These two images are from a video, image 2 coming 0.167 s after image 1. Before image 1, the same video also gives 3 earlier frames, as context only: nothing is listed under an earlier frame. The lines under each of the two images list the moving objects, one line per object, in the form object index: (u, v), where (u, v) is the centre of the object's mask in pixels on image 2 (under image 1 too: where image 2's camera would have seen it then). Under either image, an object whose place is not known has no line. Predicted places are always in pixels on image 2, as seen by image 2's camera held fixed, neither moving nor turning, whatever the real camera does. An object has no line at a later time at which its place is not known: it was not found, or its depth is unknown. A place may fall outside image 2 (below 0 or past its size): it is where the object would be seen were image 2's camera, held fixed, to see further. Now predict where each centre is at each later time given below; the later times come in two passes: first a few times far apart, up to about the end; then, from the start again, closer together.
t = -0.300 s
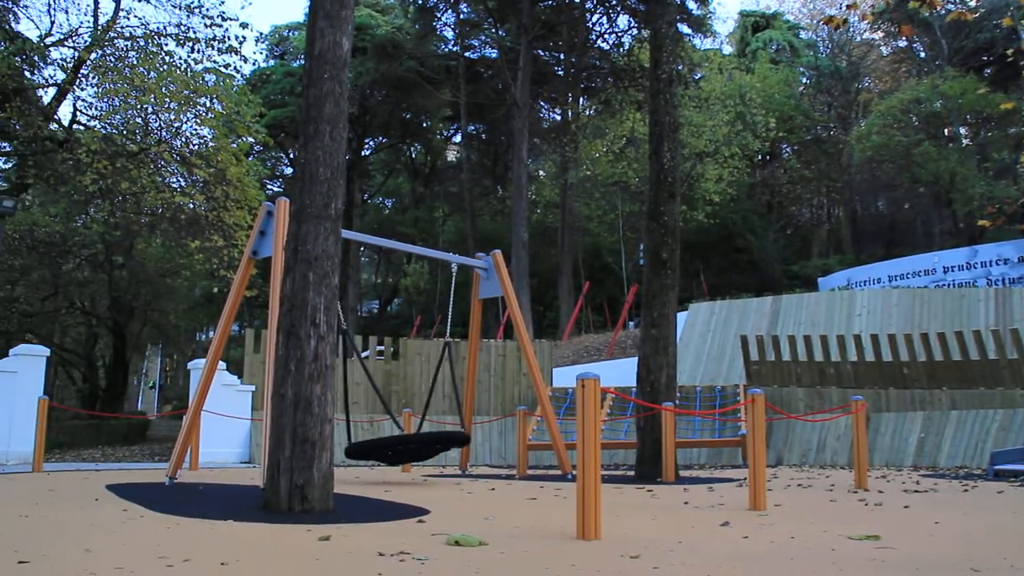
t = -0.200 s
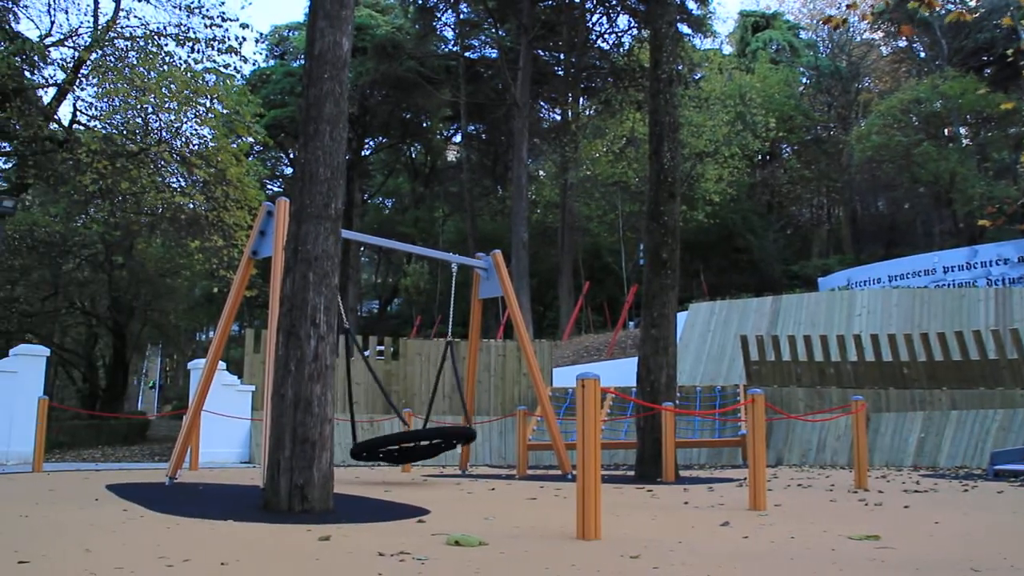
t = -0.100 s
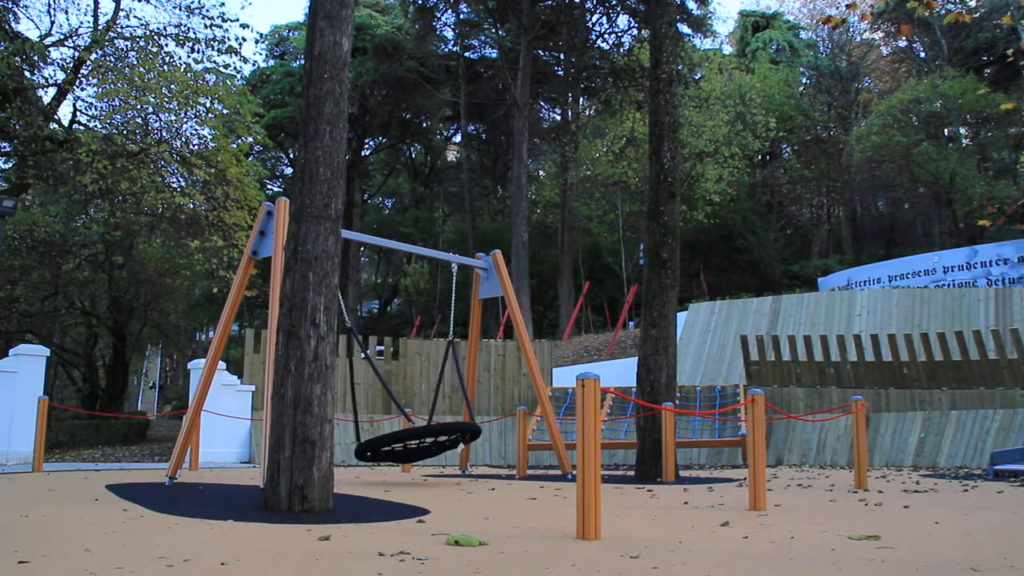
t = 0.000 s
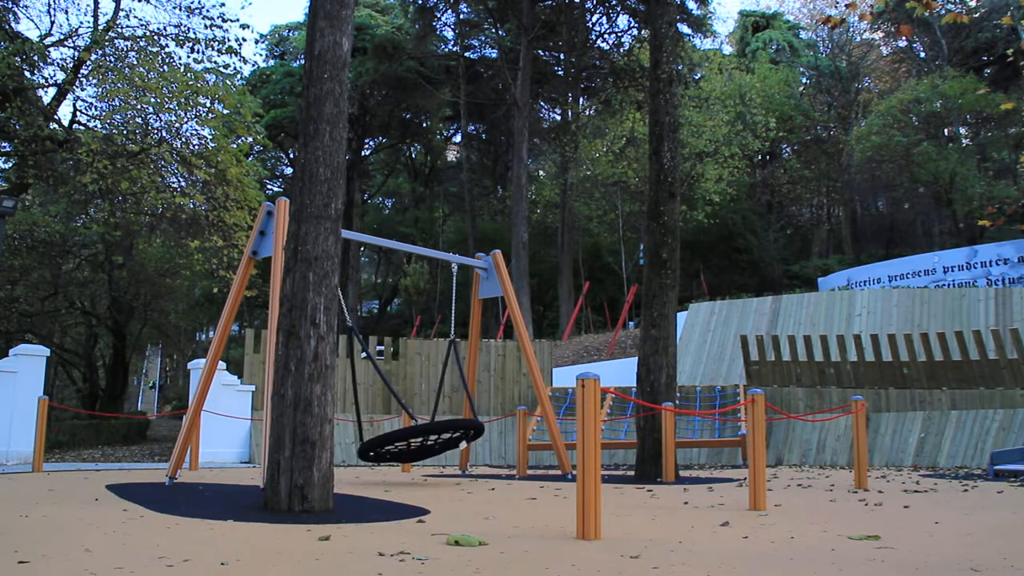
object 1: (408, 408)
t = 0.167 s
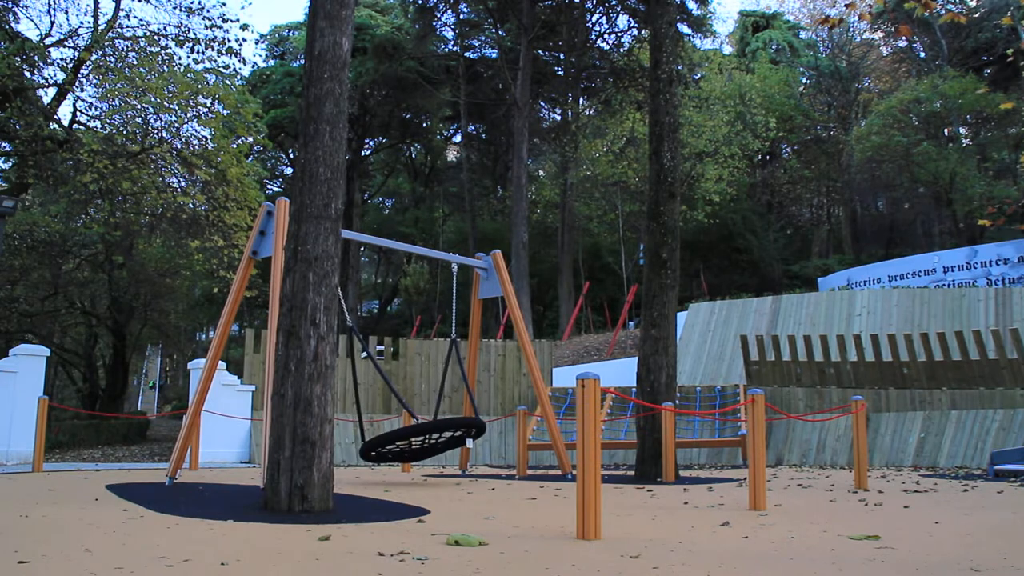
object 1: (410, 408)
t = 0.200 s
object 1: (409, 408)
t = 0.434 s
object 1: (402, 412)
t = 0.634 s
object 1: (390, 416)
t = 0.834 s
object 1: (378, 422)
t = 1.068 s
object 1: (398, 415)
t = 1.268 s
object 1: (391, 415)
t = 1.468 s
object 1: (388, 414)
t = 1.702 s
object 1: (387, 414)
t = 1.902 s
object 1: (390, 416)
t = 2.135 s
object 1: (397, 415)
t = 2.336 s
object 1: (408, 415)
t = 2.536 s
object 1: (389, 414)
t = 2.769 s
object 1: (431, 412)
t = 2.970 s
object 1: (411, 409)
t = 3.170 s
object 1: (410, 409)
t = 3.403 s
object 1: (429, 415)
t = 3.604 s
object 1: (416, 416)
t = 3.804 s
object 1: (405, 416)
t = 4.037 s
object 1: (393, 416)
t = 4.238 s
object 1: (388, 414)
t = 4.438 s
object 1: (386, 414)
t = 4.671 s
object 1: (388, 414)
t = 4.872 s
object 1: (393, 416)
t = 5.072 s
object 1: (401, 416)
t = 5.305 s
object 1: (384, 417)
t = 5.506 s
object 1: (428, 415)
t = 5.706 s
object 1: (410, 410)
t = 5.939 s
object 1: (413, 409)
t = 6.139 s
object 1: (433, 413)
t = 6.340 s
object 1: (393, 414)
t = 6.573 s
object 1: (409, 415)
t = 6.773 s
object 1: (397, 416)
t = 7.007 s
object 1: (390, 416)
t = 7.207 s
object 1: (388, 414)
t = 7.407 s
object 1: (387, 414)
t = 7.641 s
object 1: (391, 415)
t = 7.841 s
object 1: (398, 415)
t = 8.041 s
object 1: (408, 415)
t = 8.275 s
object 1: (391, 416)
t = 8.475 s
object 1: (402, 412)
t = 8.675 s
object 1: (408, 410)
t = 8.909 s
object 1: (407, 410)
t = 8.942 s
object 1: (406, 410)
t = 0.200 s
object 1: (409, 408)
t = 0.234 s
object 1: (408, 408)
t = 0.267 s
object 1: (407, 408)
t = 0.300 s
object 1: (407, 410)
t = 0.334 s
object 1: (407, 410)
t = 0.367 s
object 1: (406, 412)
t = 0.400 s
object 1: (403, 412)
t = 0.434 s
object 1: (402, 412)
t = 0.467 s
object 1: (399, 412)
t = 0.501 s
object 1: (398, 413)
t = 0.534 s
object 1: (395, 414)
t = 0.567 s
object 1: (394, 414)
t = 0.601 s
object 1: (393, 417)
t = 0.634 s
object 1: (390, 416)
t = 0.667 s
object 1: (389, 418)
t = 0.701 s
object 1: (387, 420)
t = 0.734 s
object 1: (382, 414)
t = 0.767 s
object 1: (382, 421)
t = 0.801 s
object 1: (379, 420)
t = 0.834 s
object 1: (378, 422)
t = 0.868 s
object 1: (407, 421)
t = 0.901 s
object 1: (405, 422)
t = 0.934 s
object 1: (405, 416)
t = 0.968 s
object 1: (403, 416)
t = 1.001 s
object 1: (399, 421)
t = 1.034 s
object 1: (397, 421)
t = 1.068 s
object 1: (398, 415)
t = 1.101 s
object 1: (394, 421)
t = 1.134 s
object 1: (395, 415)
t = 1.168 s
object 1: (393, 414)
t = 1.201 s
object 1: (392, 414)
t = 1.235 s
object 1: (391, 414)
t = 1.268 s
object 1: (391, 415)
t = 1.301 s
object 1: (391, 415)
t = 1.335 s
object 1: (390, 415)
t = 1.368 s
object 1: (389, 414)
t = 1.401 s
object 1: (389, 414)
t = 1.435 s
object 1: (388, 414)
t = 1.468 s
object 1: (388, 414)
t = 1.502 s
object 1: (388, 414)
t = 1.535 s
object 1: (388, 414)
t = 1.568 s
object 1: (387, 414)
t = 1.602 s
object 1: (387, 414)
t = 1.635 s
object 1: (387, 414)
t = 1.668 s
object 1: (387, 414)
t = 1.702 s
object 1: (387, 414)
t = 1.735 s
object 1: (388, 414)
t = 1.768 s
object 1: (388, 414)
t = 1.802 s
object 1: (389, 415)
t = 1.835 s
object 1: (389, 415)
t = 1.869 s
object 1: (390, 415)
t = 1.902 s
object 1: (390, 416)
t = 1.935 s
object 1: (391, 416)
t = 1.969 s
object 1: (392, 416)
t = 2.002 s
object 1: (393, 416)
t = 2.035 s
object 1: (394, 416)
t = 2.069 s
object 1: (395, 417)
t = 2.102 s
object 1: (396, 417)
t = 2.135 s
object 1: (397, 415)
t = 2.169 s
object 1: (398, 415)
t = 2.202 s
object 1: (400, 415)
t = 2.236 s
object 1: (402, 415)
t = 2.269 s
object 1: (404, 415)
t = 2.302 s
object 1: (406, 415)
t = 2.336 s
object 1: (408, 415)
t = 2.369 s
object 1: (408, 415)
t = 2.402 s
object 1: (410, 414)
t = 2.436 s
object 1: (381, 416)
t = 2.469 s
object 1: (383, 415)
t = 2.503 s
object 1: (415, 415)
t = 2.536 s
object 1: (389, 414)
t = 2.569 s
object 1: (393, 416)
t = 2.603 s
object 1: (394, 413)
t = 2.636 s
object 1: (424, 413)
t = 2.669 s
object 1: (398, 412)
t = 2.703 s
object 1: (401, 412)
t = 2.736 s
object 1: (429, 415)
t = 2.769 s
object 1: (431, 412)
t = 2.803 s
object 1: (432, 414)
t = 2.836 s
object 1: (409, 410)
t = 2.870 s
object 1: (409, 409)
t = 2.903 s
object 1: (410, 409)
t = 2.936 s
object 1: (410, 409)
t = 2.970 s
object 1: (411, 409)
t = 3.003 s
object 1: (411, 409)
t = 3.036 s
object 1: (411, 409)
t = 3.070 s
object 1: (411, 409)
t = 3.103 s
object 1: (411, 409)
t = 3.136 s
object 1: (411, 409)
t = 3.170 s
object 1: (410, 409)
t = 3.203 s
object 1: (410, 409)
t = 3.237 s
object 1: (409, 410)
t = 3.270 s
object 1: (408, 411)
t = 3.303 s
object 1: (434, 414)
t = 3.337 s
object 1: (433, 413)
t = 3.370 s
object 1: (430, 415)
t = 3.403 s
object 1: (429, 415)
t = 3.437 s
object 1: (427, 415)
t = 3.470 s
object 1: (425, 416)
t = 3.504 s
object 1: (423, 414)
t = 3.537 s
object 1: (392, 417)
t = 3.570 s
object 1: (418, 416)
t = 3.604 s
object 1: (416, 416)
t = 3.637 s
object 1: (383, 417)
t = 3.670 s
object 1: (380, 415)
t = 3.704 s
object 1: (378, 416)
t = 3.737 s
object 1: (409, 415)
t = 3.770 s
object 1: (407, 415)
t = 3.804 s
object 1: (405, 416)
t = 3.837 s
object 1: (403, 416)
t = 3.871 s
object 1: (400, 415)
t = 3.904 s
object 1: (399, 415)
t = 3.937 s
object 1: (397, 415)
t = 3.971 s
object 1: (395, 415)
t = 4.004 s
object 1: (394, 415)
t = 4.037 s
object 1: (393, 416)
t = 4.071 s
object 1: (393, 416)
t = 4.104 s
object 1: (391, 416)
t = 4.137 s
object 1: (390, 415)
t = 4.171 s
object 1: (389, 415)
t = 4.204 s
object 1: (389, 415)
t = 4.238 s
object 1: (388, 414)
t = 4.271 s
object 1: (388, 414)
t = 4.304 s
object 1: (387, 414)
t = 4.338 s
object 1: (387, 414)
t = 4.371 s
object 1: (387, 414)
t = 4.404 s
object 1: (386, 414)
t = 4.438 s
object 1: (386, 414)
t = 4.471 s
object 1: (386, 414)
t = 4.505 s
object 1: (386, 414)
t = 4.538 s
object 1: (386, 414)
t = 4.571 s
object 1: (387, 414)
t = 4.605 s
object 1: (387, 414)
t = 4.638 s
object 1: (387, 414)
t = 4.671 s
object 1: (388, 414)
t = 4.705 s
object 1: (388, 415)
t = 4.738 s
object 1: (389, 415)
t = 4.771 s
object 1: (390, 415)
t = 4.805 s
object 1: (390, 416)
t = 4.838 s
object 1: (391, 416)
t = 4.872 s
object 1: (393, 416)
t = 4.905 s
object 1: (394, 416)
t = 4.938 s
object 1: (395, 416)
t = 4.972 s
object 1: (396, 415)
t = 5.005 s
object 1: (398, 416)
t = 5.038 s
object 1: (400, 416)
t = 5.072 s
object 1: (401, 416)
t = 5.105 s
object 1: (404, 416)
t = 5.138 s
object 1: (406, 416)
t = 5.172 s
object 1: (408, 415)
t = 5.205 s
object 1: (375, 416)
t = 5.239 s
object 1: (378, 415)
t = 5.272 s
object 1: (382, 418)
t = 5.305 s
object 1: (384, 417)
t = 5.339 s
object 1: (386, 416)
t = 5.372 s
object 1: (390, 416)
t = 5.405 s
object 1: (394, 418)
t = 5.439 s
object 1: (424, 415)
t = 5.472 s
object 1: (397, 414)
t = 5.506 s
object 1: (428, 415)
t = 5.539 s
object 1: (401, 413)
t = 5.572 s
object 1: (431, 415)
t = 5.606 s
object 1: (433, 414)
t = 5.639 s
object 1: (434, 414)
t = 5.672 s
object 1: (409, 411)
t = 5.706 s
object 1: (410, 410)
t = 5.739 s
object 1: (410, 408)
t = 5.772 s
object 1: (412, 409)
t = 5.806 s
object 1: (412, 409)
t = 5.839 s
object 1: (413, 409)
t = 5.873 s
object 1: (413, 409)
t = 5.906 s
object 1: (413, 409)
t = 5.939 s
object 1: (413, 409)
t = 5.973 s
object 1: (412, 409)
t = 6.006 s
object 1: (411, 409)
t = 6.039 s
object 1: (410, 409)
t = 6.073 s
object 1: (409, 409)
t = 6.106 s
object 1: (408, 410)
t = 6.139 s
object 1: (433, 413)
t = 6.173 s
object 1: (431, 412)
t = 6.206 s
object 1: (430, 412)
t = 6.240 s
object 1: (428, 413)
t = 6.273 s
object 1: (426, 414)
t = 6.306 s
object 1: (395, 414)
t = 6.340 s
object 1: (393, 414)
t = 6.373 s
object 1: (390, 414)
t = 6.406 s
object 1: (418, 414)
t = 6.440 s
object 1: (385, 416)
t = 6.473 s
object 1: (382, 417)
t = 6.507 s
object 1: (380, 418)
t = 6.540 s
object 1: (376, 417)
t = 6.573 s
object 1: (409, 415)
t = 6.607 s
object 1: (407, 416)
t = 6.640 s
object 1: (405, 416)
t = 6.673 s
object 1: (403, 416)
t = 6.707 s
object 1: (401, 416)
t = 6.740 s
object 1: (399, 416)
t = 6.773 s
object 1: (397, 416)
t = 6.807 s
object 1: (396, 416)
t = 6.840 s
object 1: (395, 415)
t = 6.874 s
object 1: (393, 415)
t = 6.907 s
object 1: (393, 416)
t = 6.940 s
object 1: (392, 416)
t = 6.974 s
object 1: (391, 416)
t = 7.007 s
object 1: (390, 416)
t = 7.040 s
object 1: (390, 415)
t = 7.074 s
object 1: (389, 415)
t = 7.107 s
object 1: (389, 415)
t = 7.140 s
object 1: (388, 415)
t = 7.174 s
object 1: (388, 414)
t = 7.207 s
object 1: (388, 414)
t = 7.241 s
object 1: (387, 414)
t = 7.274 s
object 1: (387, 414)
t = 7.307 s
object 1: (387, 414)
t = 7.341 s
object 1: (387, 414)
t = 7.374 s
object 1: (387, 414)
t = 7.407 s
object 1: (387, 414)
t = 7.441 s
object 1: (388, 414)
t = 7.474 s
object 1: (388, 414)
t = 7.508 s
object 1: (389, 415)
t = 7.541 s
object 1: (389, 415)
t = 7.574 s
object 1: (390, 415)
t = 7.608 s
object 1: (390, 415)
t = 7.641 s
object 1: (391, 415)
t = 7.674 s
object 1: (392, 415)
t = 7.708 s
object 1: (393, 415)
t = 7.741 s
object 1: (394, 415)
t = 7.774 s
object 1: (395, 416)
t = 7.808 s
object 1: (397, 416)
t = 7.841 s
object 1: (398, 415)
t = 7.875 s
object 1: (400, 415)
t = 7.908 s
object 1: (401, 415)
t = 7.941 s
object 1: (403, 416)
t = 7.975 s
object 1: (405, 416)
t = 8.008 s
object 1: (407, 416)
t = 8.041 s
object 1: (408, 415)
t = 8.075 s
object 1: (377, 420)
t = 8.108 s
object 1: (379, 418)
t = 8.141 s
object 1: (382, 418)
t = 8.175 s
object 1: (383, 416)
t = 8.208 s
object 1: (386, 417)
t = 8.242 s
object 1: (389, 418)
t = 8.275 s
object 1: (391, 416)
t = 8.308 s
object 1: (423, 415)
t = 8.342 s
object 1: (395, 416)
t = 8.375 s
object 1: (396, 414)
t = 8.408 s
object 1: (398, 413)
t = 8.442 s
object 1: (401, 414)
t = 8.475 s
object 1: (402, 412)
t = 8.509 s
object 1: (403, 410)
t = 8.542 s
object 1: (433, 412)
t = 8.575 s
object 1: (407, 412)
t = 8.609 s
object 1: (407, 410)
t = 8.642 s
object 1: (407, 410)
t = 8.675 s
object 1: (408, 410)
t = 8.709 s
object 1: (407, 408)
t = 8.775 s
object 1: (409, 409)
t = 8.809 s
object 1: (408, 409)
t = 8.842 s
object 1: (408, 409)
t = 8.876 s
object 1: (408, 410)
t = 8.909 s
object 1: (407, 410)
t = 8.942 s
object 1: (406, 410)
